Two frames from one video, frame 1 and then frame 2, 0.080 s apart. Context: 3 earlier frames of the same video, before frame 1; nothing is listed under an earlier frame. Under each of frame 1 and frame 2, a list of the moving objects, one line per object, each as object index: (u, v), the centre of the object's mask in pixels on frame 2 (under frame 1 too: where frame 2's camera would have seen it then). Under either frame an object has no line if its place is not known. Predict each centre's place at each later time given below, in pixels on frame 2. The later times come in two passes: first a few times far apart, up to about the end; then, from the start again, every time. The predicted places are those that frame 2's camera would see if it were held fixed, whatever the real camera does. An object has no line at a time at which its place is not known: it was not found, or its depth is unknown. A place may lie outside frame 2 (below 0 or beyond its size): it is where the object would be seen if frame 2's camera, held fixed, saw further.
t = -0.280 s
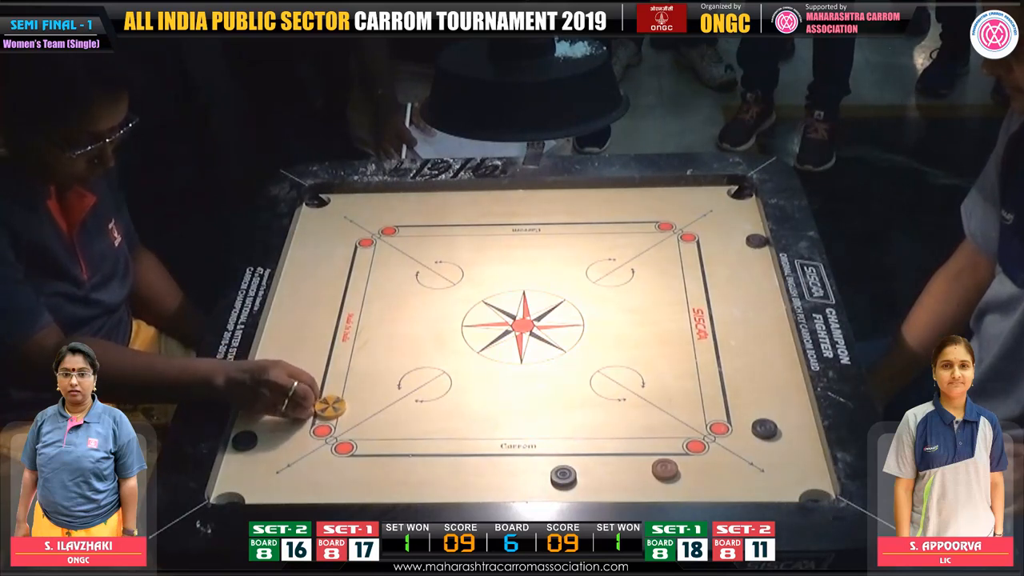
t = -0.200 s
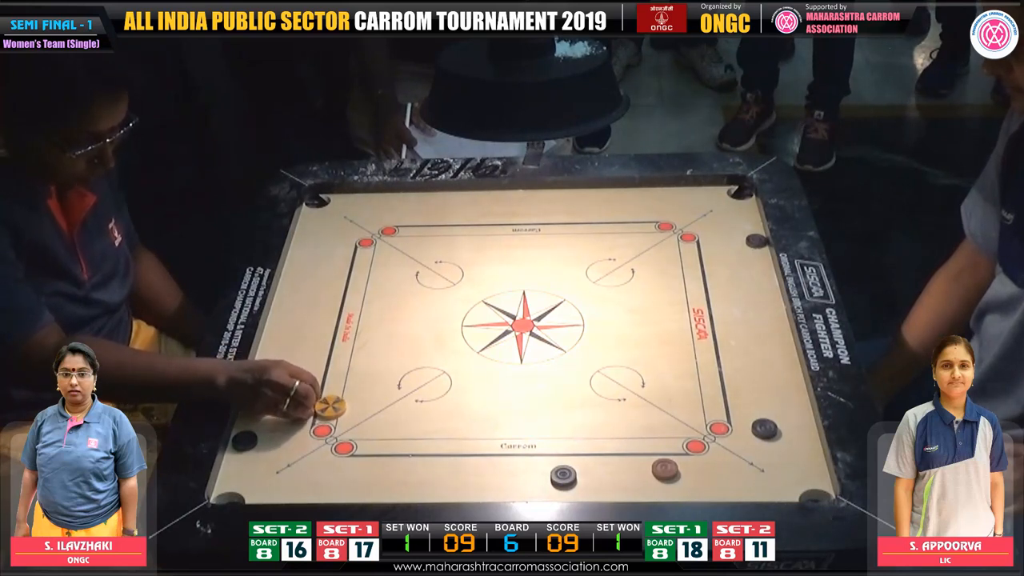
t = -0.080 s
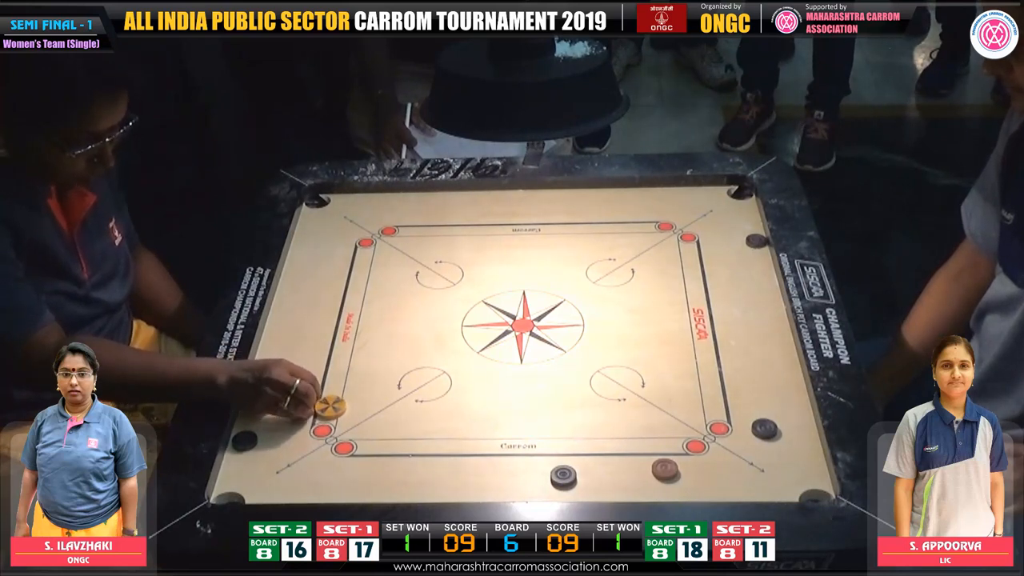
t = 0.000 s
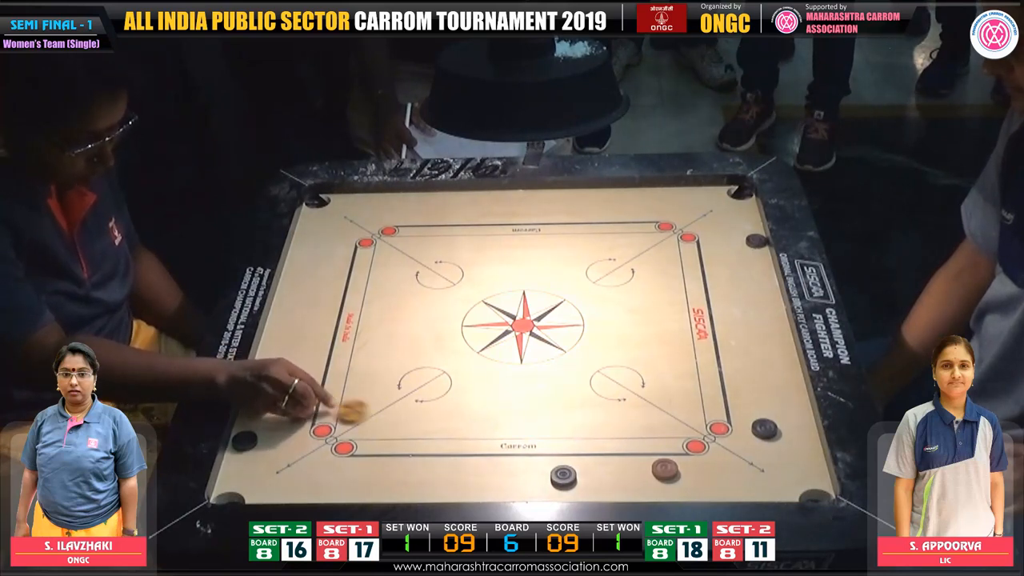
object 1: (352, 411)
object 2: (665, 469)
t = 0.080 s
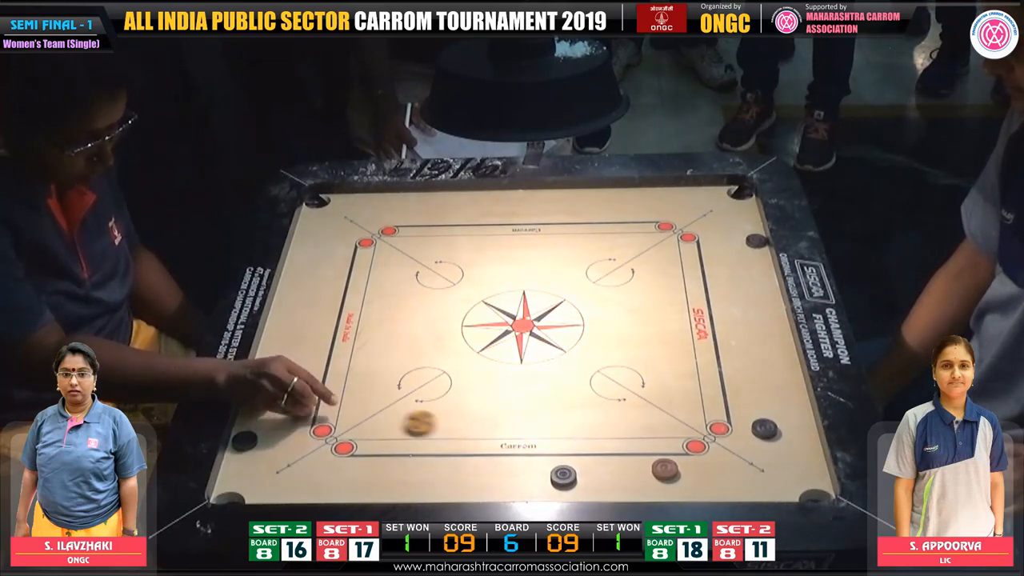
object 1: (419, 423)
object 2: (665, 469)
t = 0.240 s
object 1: (545, 443)
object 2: (665, 469)
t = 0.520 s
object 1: (684, 453)
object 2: (748, 496)
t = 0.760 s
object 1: (717, 448)
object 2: (812, 462)
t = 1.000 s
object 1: (717, 448)
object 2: (795, 451)
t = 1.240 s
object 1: (717, 448)
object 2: (795, 450)
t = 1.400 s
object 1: (717, 448)
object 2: (795, 451)
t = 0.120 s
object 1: (451, 429)
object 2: (665, 469)
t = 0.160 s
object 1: (483, 433)
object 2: (665, 469)
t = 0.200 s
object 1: (514, 438)
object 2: (665, 469)
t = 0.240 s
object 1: (545, 443)
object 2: (665, 469)
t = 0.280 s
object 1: (573, 447)
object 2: (665, 469)
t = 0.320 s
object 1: (600, 451)
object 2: (665, 469)
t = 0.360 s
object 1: (627, 454)
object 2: (665, 469)
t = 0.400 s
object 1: (647, 456)
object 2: (677, 475)
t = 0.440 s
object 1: (661, 455)
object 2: (703, 486)
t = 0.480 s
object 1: (674, 454)
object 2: (727, 494)
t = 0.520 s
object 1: (684, 453)
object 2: (748, 496)
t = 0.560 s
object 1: (694, 452)
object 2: (763, 492)
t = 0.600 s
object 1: (701, 451)
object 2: (776, 485)
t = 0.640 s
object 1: (707, 450)
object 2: (787, 478)
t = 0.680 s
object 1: (712, 449)
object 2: (797, 472)
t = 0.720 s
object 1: (715, 449)
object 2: (805, 466)
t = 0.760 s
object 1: (717, 448)
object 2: (812, 462)
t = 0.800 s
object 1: (717, 448)
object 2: (808, 458)
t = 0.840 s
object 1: (717, 448)
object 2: (803, 455)
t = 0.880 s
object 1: (717, 448)
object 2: (799, 453)
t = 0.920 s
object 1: (717, 448)
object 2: (796, 451)
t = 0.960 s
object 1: (717, 448)
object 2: (795, 451)
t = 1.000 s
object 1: (717, 448)
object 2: (795, 451)
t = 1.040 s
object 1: (717, 448)
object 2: (795, 451)
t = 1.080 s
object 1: (717, 448)
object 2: (795, 451)
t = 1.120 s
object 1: (717, 448)
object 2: (795, 451)
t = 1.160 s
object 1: (717, 448)
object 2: (795, 451)
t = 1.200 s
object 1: (717, 448)
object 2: (795, 451)
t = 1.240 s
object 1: (717, 448)
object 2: (795, 450)
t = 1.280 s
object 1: (717, 448)
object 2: (795, 450)
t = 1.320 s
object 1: (717, 448)
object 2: (795, 450)
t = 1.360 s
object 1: (717, 448)
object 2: (795, 451)
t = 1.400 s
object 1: (717, 448)
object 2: (795, 451)
